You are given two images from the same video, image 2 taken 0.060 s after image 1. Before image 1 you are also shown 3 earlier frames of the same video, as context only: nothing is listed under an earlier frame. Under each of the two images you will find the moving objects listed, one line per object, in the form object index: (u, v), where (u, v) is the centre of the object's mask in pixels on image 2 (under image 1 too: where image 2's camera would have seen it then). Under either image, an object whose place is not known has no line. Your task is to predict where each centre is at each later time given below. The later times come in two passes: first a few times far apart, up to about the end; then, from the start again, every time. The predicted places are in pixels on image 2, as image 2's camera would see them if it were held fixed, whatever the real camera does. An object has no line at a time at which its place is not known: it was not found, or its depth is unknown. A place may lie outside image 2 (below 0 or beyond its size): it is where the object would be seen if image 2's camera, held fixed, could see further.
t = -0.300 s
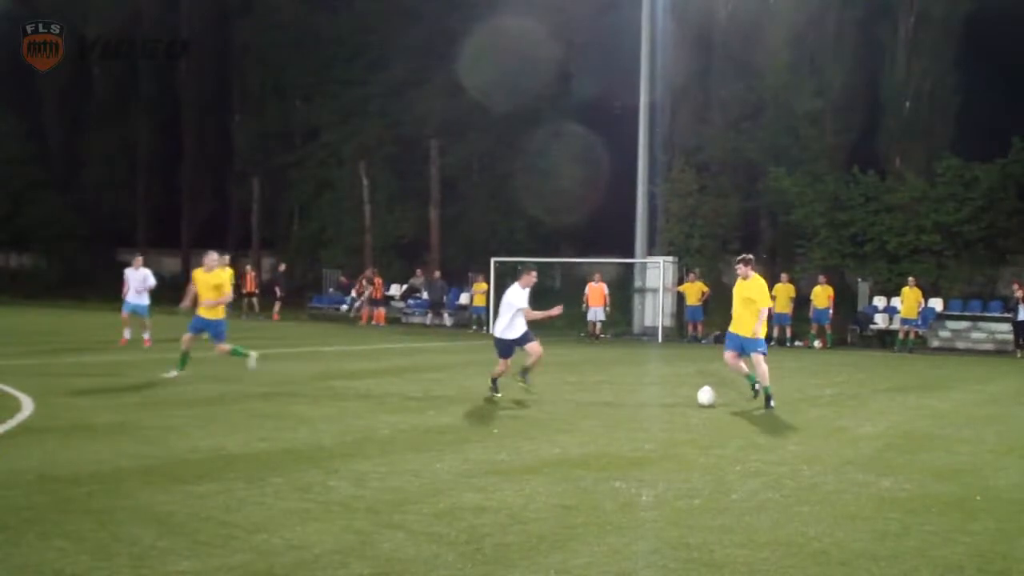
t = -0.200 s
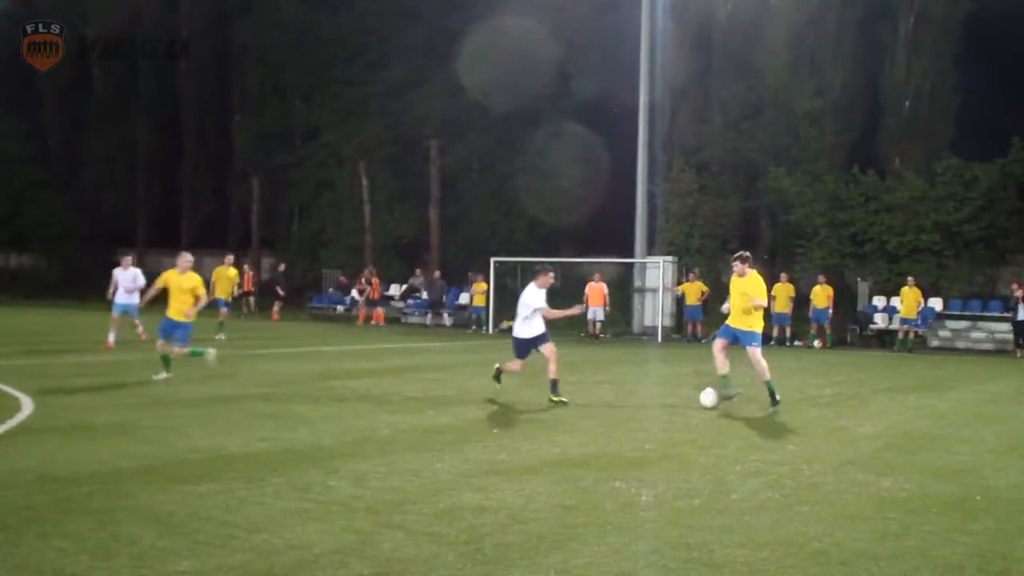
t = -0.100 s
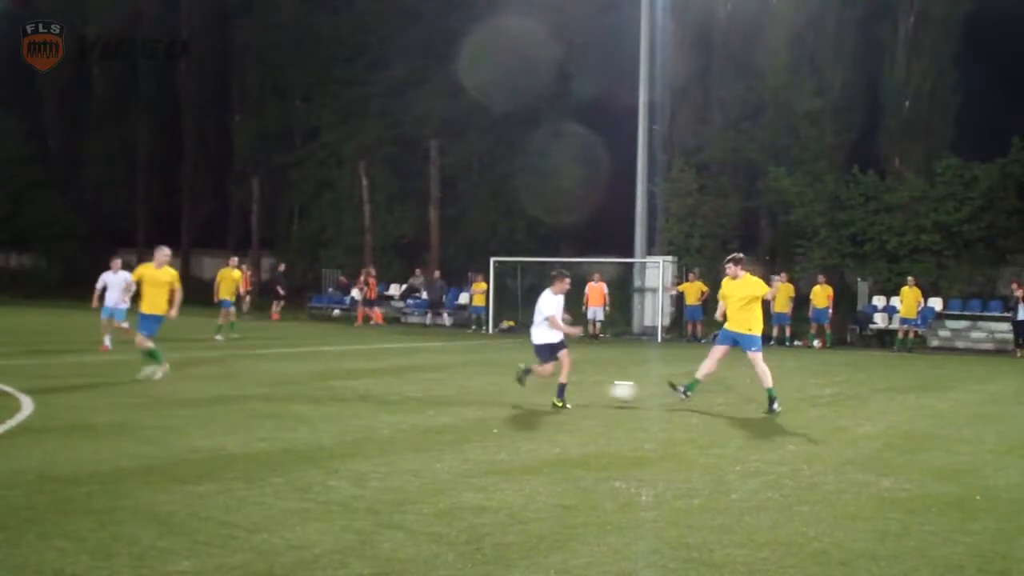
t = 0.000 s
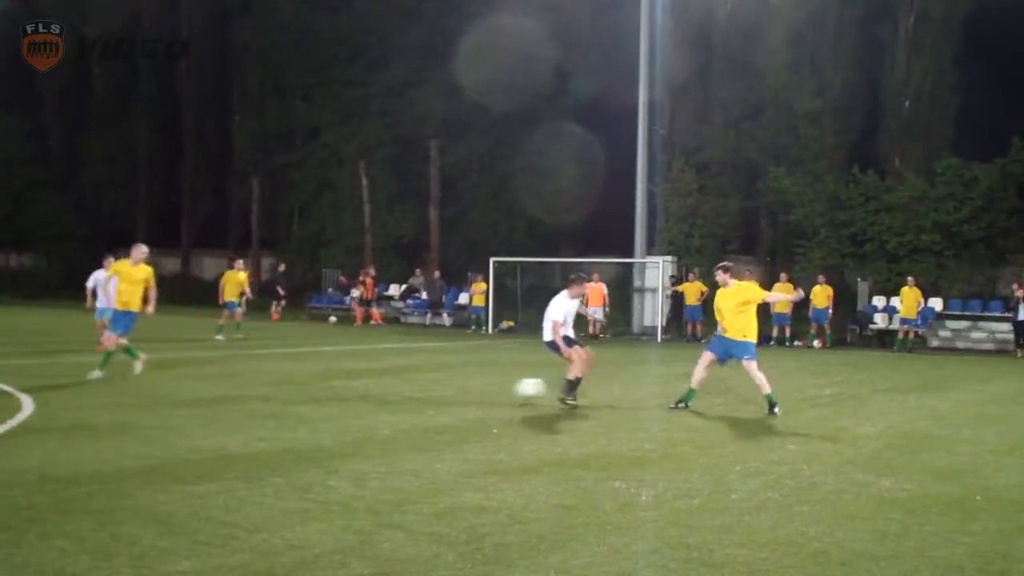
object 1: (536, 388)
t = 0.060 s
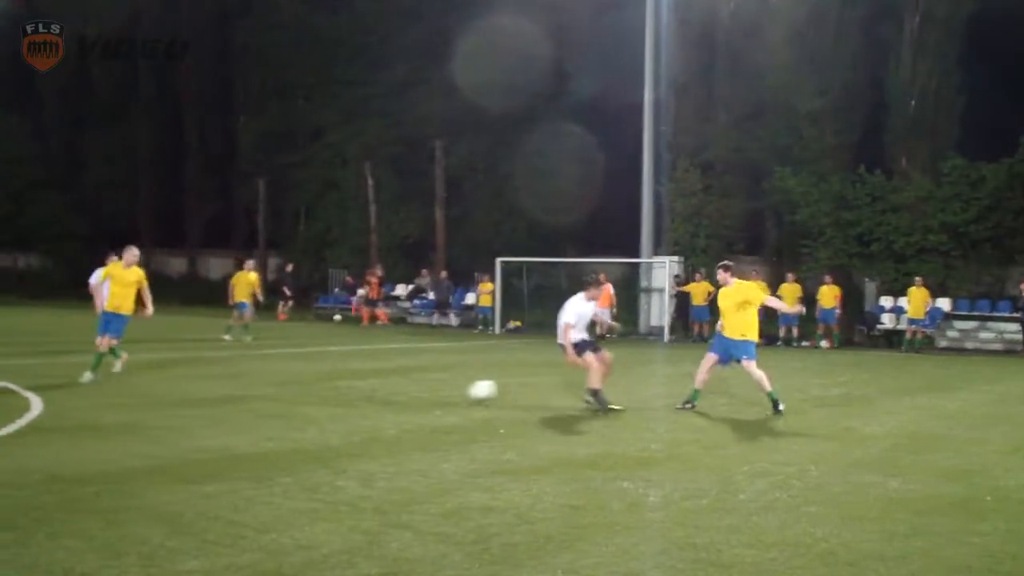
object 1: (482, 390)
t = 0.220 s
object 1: (351, 384)
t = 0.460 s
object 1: (179, 379)
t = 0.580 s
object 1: (107, 376)
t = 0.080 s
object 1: (464, 390)
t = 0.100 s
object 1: (447, 389)
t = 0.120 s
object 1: (432, 387)
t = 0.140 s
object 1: (416, 386)
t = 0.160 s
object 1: (399, 385)
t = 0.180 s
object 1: (383, 384)
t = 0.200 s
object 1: (368, 384)
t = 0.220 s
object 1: (351, 384)
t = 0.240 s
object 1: (335, 384)
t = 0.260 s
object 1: (320, 384)
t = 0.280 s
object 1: (303, 385)
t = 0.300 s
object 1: (289, 383)
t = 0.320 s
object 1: (275, 382)
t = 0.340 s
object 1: (261, 381)
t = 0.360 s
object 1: (247, 380)
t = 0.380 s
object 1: (233, 379)
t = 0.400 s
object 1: (219, 379)
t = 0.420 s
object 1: (206, 379)
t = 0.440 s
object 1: (192, 379)
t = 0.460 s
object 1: (179, 379)
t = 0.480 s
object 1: (167, 378)
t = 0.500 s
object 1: (154, 377)
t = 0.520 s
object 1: (142, 377)
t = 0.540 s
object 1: (130, 377)
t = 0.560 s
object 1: (118, 377)
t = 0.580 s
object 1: (107, 376)
